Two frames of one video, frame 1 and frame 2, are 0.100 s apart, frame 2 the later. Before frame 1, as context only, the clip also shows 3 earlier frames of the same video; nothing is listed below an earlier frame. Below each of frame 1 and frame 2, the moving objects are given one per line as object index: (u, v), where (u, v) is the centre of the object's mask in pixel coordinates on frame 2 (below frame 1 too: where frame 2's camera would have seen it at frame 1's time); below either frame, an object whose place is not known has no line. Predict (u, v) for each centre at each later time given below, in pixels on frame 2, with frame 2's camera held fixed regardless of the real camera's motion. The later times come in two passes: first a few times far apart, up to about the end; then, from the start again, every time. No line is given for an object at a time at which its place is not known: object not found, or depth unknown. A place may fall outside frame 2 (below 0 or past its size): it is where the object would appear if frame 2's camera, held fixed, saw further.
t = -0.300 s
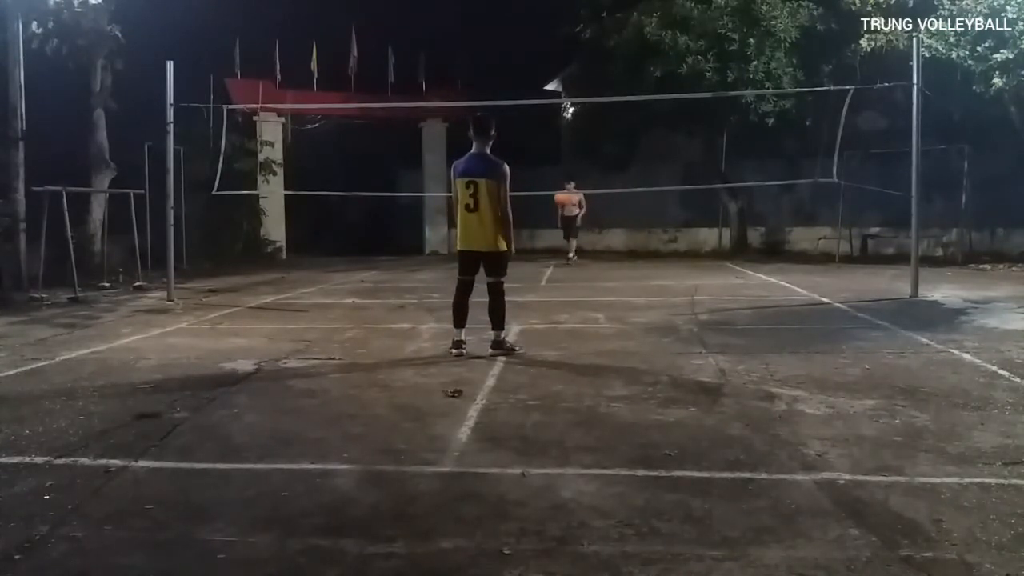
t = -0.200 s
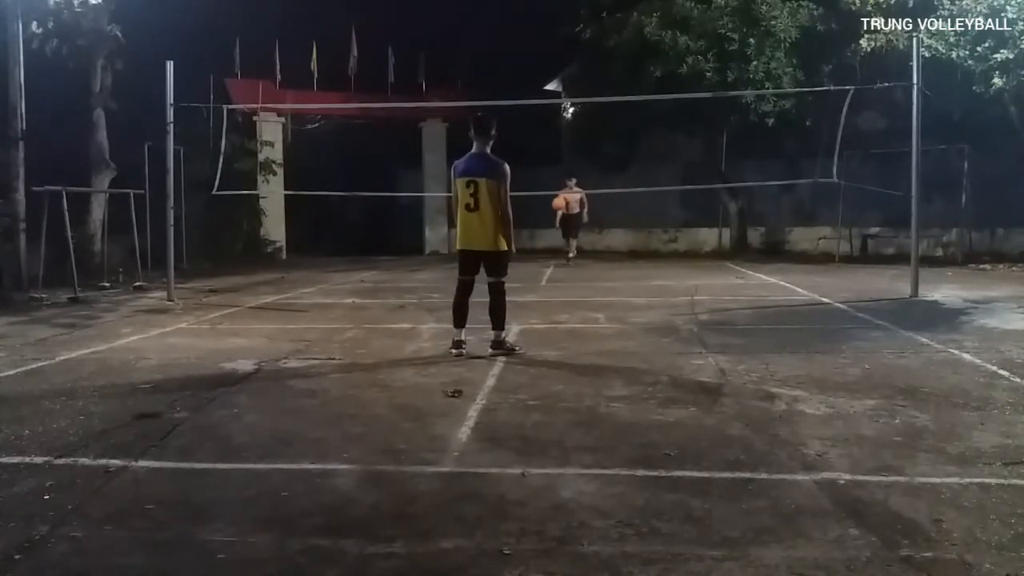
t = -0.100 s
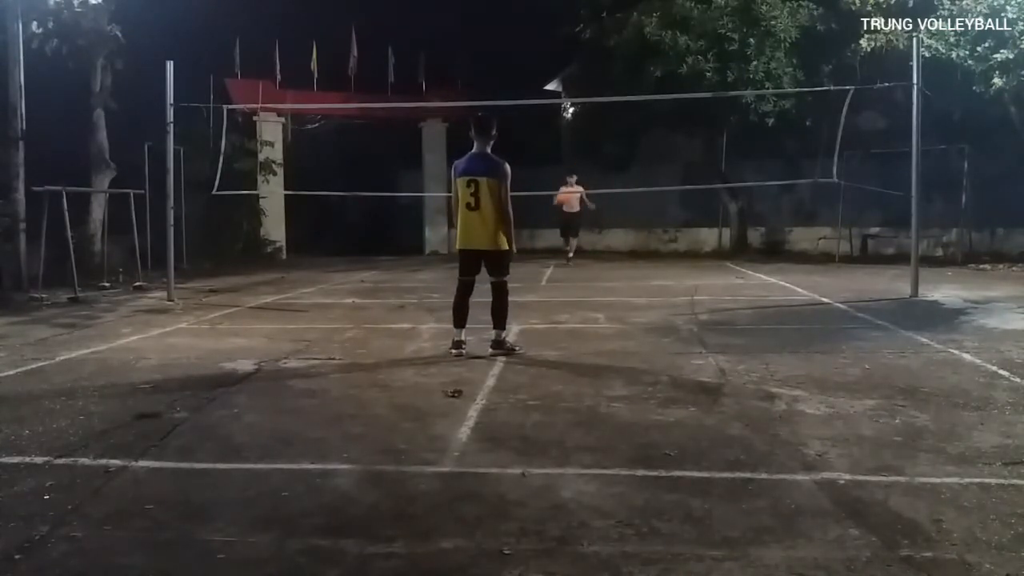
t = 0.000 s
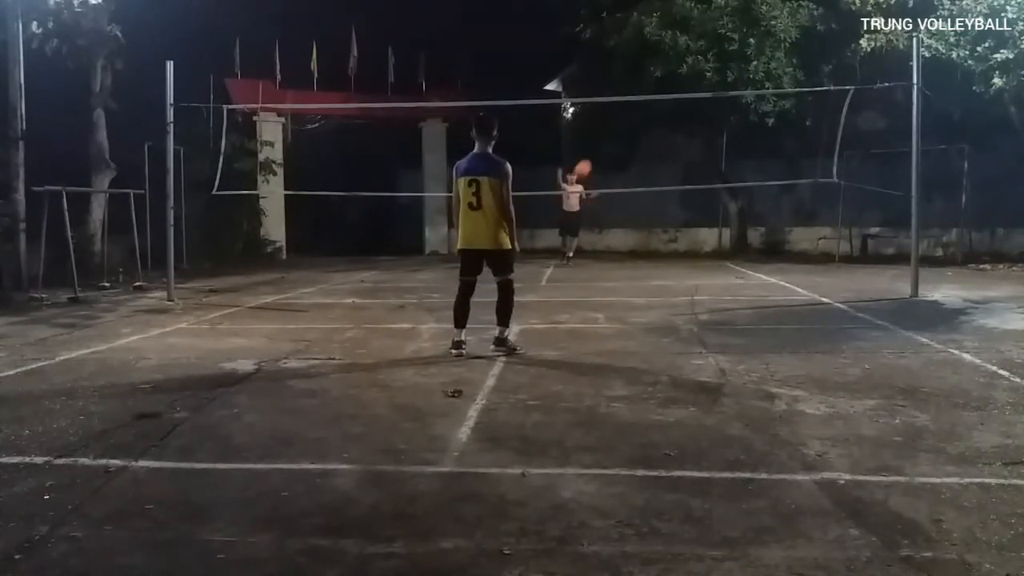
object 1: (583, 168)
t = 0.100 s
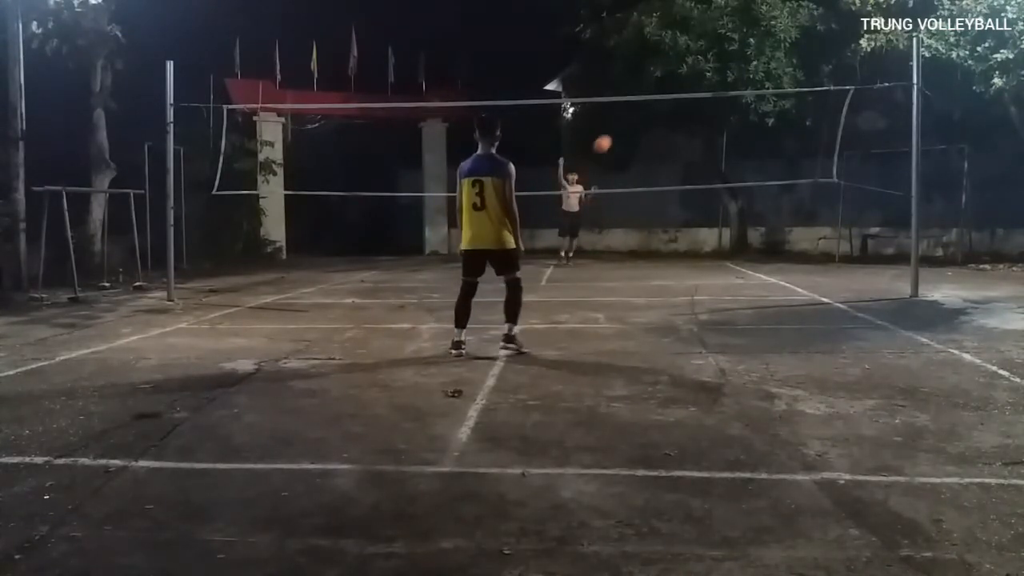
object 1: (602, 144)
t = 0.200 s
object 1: (622, 123)
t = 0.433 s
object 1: (673, 94)
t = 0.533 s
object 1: (698, 93)
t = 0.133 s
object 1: (609, 137)
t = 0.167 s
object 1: (615, 130)
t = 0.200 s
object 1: (622, 123)
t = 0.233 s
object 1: (629, 117)
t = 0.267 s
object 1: (636, 112)
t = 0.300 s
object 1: (642, 108)
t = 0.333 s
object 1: (650, 102)
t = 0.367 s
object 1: (657, 99)
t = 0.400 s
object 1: (665, 96)
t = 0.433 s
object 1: (673, 94)
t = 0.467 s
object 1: (681, 93)
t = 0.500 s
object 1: (689, 93)
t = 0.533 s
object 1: (698, 93)
